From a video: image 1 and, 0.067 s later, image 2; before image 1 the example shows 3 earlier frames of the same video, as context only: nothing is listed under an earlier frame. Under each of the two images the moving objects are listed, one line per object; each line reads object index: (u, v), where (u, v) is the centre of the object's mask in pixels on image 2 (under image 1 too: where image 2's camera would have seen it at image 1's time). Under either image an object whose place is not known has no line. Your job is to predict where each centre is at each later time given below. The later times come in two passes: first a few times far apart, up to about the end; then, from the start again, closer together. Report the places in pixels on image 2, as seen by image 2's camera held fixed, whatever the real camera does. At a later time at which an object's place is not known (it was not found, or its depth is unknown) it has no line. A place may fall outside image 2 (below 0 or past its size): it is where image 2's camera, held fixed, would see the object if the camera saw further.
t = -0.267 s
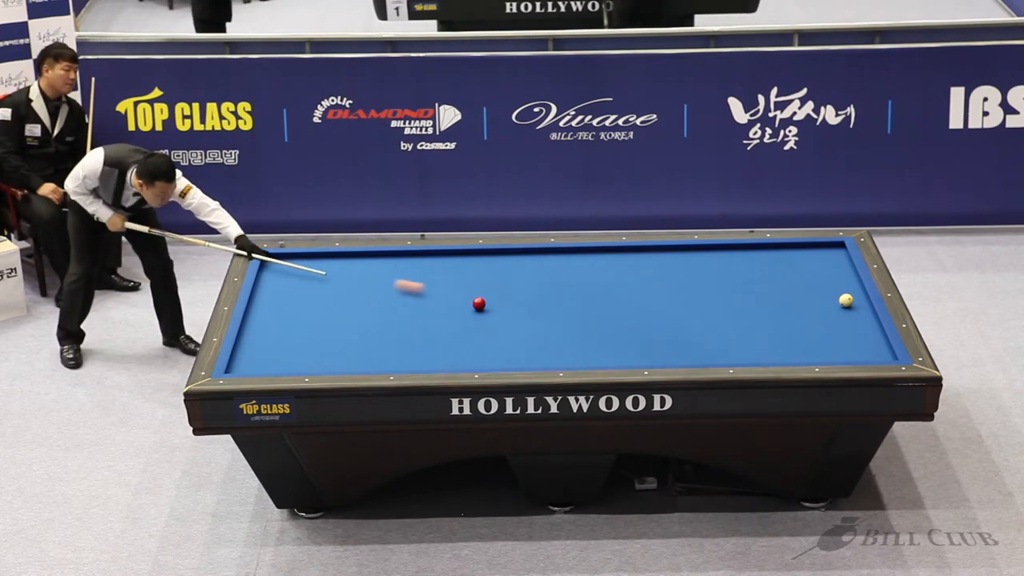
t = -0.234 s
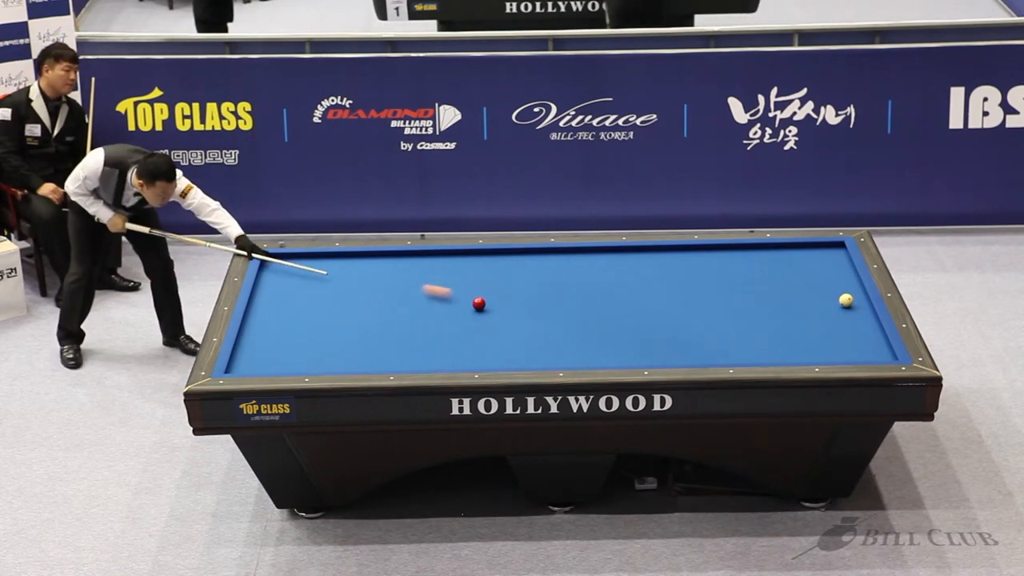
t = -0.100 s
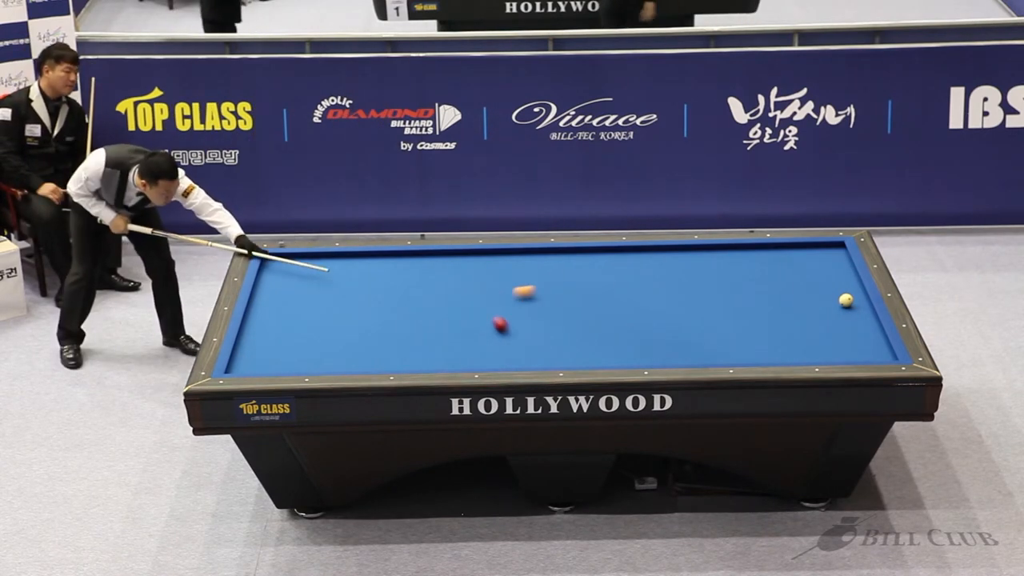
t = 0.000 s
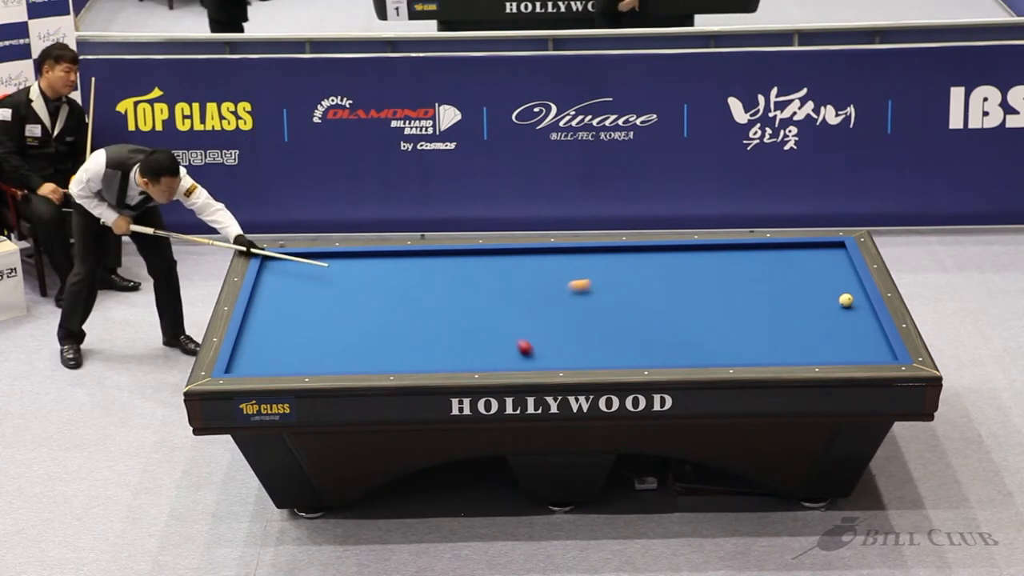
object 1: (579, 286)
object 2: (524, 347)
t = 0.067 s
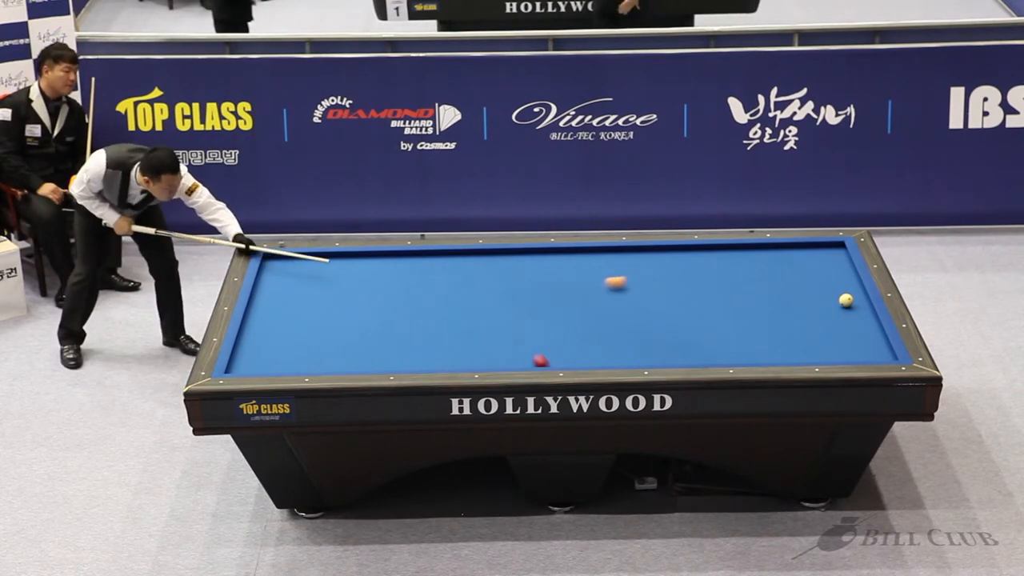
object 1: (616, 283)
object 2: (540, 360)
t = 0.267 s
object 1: (723, 276)
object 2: (570, 334)
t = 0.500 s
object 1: (846, 270)
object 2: (597, 304)
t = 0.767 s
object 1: (745, 285)
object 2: (623, 275)
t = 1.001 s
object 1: (671, 296)
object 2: (645, 251)
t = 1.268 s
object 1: (599, 308)
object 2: (657, 264)
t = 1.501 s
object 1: (535, 319)
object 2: (668, 276)
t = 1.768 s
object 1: (460, 331)
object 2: (680, 291)
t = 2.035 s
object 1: (385, 344)
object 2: (693, 306)
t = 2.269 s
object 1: (318, 355)
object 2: (704, 319)
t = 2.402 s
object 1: (279, 361)
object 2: (710, 326)
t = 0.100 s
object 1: (634, 281)
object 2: (547, 360)
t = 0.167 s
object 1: (670, 279)
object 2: (557, 350)
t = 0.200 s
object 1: (688, 279)
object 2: (561, 344)
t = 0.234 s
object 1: (706, 277)
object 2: (566, 339)
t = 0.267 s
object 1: (723, 276)
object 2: (570, 334)
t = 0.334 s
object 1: (759, 275)
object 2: (578, 324)
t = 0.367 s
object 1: (777, 274)
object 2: (582, 320)
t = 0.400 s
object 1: (795, 273)
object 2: (586, 315)
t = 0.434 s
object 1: (813, 272)
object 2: (590, 312)
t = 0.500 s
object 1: (846, 270)
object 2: (597, 304)
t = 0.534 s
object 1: (839, 271)
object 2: (600, 300)
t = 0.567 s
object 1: (825, 273)
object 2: (603, 296)
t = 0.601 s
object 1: (810, 275)
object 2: (607, 292)
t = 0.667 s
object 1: (783, 279)
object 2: (613, 285)
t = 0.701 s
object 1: (770, 281)
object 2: (617, 282)
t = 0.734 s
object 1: (758, 283)
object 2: (620, 278)
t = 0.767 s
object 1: (745, 285)
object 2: (623, 275)
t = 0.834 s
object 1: (722, 288)
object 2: (630, 267)
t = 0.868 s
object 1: (711, 290)
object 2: (632, 264)
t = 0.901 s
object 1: (700, 291)
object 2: (636, 261)
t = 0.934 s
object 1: (690, 293)
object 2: (639, 258)
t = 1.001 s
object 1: (671, 296)
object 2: (645, 251)
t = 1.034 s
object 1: (662, 298)
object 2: (647, 249)
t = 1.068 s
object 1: (653, 299)
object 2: (648, 251)
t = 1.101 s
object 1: (644, 301)
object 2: (650, 253)
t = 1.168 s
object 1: (626, 304)
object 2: (653, 258)
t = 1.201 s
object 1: (617, 305)
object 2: (654, 261)
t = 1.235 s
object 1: (608, 307)
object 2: (656, 262)
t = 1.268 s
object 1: (599, 308)
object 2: (657, 264)
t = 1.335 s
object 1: (580, 311)
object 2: (660, 268)
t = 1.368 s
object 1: (571, 313)
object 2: (662, 270)
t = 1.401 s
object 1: (562, 314)
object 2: (663, 271)
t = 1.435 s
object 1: (553, 316)
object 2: (665, 273)
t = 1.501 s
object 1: (535, 319)
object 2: (668, 276)
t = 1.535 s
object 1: (525, 320)
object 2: (669, 278)
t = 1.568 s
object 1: (516, 322)
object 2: (671, 280)
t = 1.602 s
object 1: (507, 323)
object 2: (673, 282)
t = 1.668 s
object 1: (488, 327)
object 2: (675, 286)
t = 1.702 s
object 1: (479, 328)
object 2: (677, 287)
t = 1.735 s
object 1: (470, 329)
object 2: (678, 289)
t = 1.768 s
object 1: (460, 331)
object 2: (680, 291)
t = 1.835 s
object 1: (441, 334)
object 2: (683, 295)
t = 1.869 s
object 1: (432, 336)
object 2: (685, 297)
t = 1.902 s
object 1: (422, 337)
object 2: (686, 298)
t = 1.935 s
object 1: (413, 339)
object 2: (688, 300)
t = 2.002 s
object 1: (394, 342)
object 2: (691, 304)
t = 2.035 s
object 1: (385, 344)
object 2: (693, 306)
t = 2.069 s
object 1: (375, 345)
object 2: (694, 308)
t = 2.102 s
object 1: (366, 346)
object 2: (696, 310)
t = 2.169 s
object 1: (347, 349)
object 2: (699, 313)
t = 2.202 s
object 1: (337, 351)
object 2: (701, 315)
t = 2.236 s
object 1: (327, 353)
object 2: (702, 317)
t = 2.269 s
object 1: (318, 355)
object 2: (704, 319)
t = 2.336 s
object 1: (298, 358)
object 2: (707, 323)
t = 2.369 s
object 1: (289, 359)
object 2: (709, 325)
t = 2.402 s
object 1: (279, 361)
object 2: (710, 326)
